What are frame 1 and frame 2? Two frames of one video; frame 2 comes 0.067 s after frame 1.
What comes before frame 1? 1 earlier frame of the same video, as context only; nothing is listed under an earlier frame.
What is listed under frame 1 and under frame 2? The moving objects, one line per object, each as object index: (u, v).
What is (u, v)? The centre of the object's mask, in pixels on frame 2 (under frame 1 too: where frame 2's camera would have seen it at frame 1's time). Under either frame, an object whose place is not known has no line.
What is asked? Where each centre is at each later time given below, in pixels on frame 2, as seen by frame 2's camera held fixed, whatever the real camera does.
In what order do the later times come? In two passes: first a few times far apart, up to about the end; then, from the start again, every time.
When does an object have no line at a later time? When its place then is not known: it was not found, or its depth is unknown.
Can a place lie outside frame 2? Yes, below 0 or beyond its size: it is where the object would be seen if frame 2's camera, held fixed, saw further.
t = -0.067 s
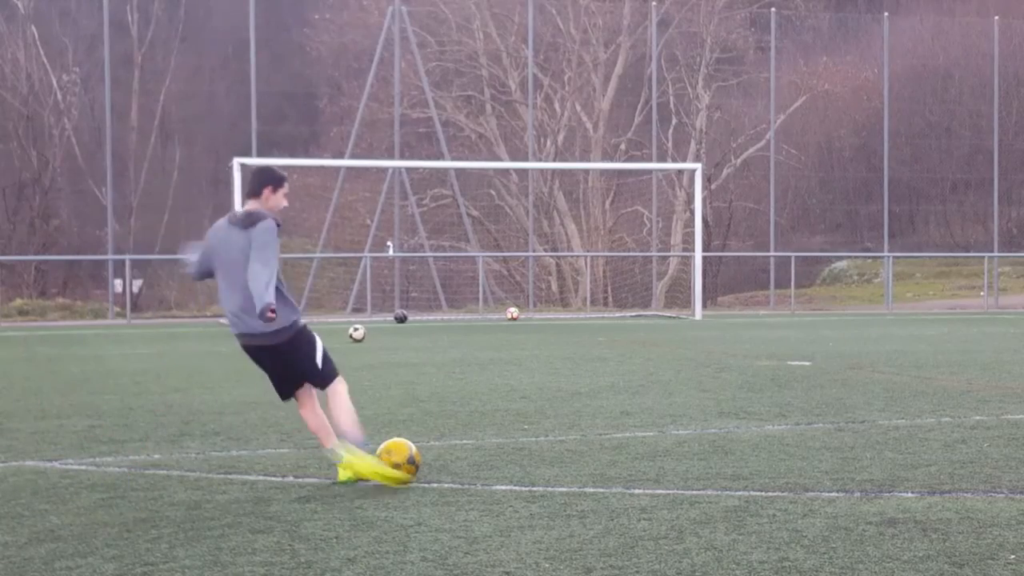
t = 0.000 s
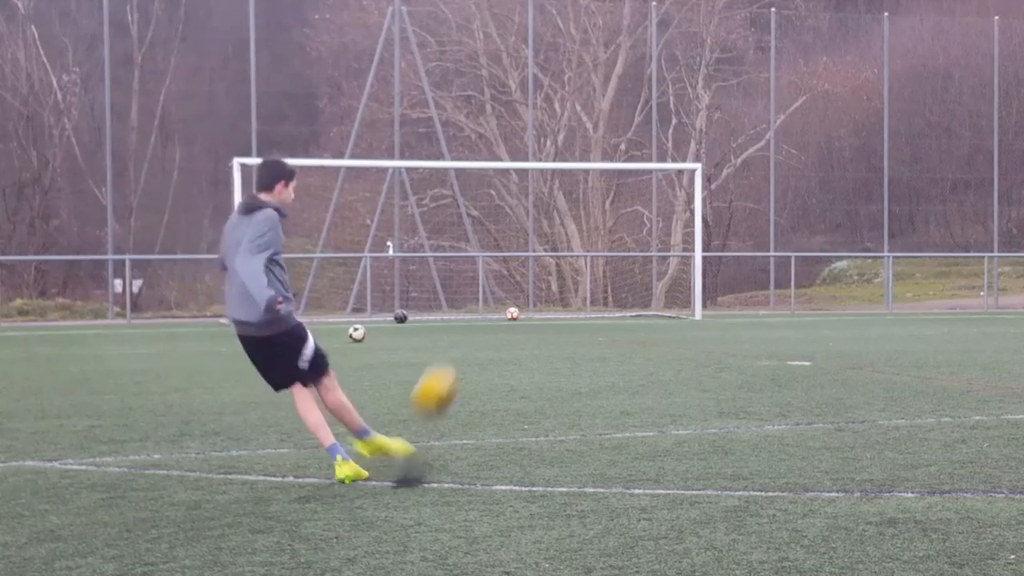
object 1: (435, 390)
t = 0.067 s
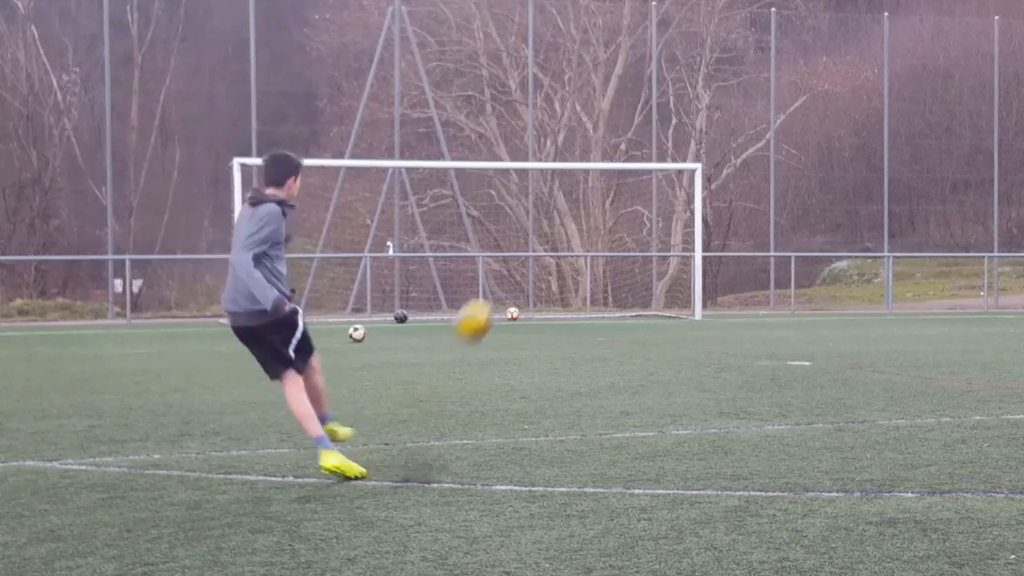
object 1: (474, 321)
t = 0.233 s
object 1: (537, 225)
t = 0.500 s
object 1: (610, 178)
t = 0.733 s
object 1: (656, 191)
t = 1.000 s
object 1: (704, 237)
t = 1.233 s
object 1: (738, 294)
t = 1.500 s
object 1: (770, 273)
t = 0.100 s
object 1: (488, 294)
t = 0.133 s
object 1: (502, 272)
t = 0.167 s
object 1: (515, 253)
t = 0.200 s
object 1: (526, 238)
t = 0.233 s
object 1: (537, 225)
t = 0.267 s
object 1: (547, 214)
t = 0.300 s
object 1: (557, 204)
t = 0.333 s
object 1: (566, 196)
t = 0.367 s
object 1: (575, 190)
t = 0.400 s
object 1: (584, 184)
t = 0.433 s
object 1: (593, 181)
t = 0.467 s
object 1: (601, 179)
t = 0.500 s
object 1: (610, 178)
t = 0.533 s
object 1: (617, 178)
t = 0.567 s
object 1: (624, 178)
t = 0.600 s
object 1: (630, 180)
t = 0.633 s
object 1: (637, 182)
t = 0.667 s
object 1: (643, 185)
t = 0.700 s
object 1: (650, 188)
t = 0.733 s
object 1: (656, 191)
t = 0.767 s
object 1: (662, 195)
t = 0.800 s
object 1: (668, 200)
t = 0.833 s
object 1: (674, 204)
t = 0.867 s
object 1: (681, 210)
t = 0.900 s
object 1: (687, 216)
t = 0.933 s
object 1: (692, 224)
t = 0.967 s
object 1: (698, 230)
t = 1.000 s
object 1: (704, 237)
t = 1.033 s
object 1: (709, 245)
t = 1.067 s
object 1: (714, 253)
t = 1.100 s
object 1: (719, 261)
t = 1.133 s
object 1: (723, 268)
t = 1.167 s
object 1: (728, 277)
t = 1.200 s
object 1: (733, 286)
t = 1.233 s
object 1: (738, 294)
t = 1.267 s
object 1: (744, 304)
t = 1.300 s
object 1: (748, 306)
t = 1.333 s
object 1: (752, 298)
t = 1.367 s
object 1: (755, 291)
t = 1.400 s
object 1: (760, 286)
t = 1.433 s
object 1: (763, 281)
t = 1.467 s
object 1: (766, 276)
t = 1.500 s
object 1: (770, 273)
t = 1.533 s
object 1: (773, 270)
